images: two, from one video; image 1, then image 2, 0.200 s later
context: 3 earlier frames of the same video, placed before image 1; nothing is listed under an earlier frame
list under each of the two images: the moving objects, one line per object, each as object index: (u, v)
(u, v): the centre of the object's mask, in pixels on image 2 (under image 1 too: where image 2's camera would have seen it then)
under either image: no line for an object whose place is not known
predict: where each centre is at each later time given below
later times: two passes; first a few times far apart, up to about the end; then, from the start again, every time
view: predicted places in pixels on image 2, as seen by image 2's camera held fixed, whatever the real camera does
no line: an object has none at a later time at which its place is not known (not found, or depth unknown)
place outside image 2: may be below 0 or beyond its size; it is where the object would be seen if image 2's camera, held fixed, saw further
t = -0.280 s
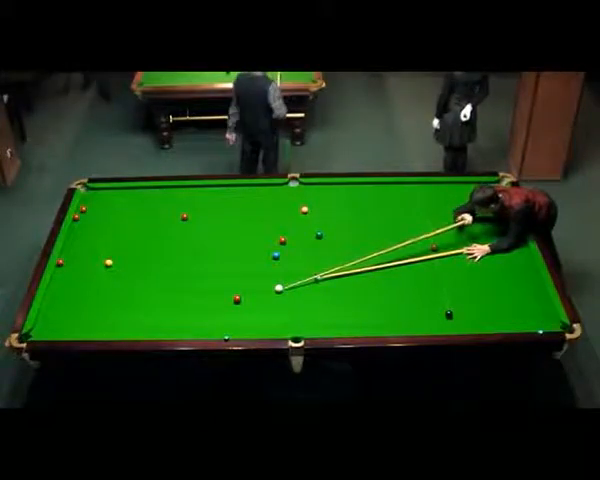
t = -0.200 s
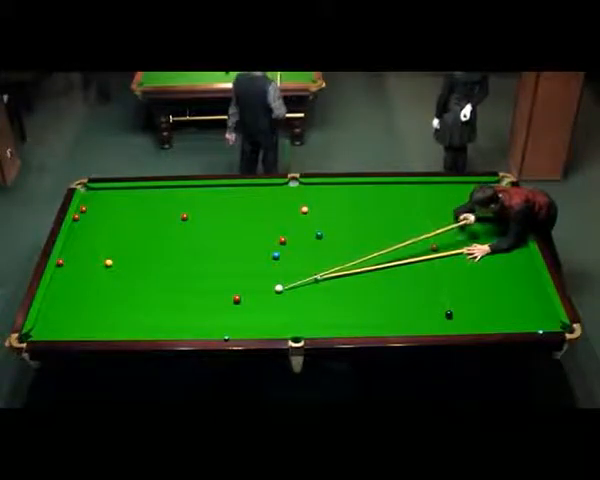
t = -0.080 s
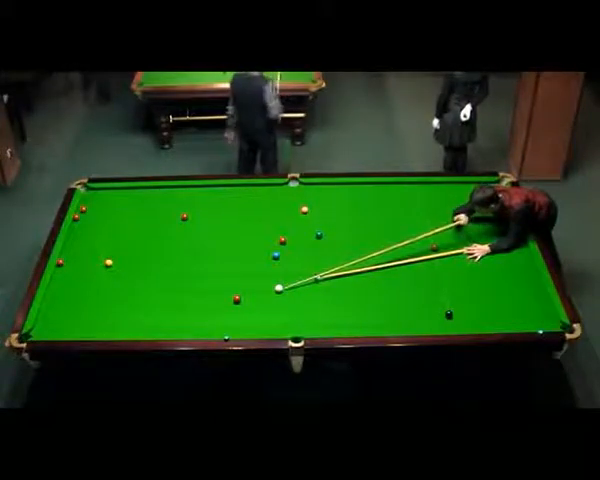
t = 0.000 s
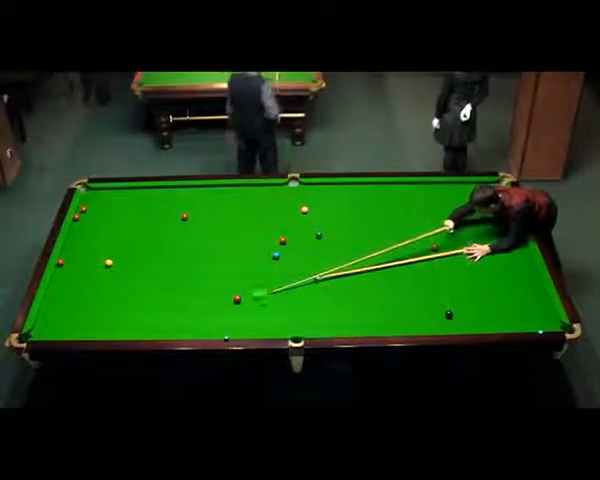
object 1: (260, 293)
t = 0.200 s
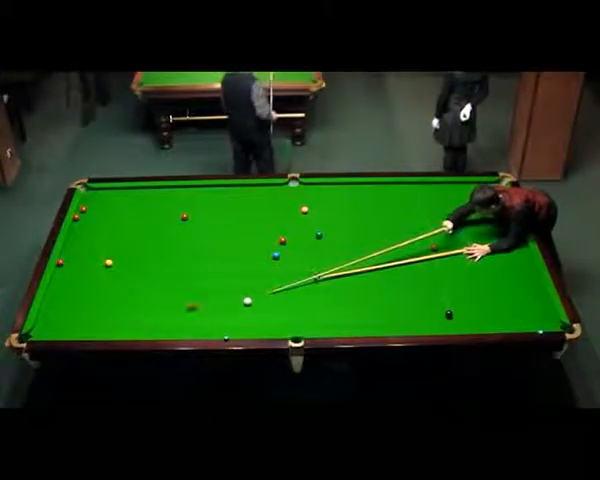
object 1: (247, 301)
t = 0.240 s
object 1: (249, 302)
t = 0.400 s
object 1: (255, 303)
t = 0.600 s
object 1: (263, 305)
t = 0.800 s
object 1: (270, 307)
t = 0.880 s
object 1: (273, 307)
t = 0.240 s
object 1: (249, 302)
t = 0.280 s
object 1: (249, 301)
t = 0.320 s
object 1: (251, 302)
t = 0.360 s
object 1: (253, 303)
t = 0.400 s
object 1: (255, 303)
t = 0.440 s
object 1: (257, 303)
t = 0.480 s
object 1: (258, 304)
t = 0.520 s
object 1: (260, 304)
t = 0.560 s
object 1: (261, 304)
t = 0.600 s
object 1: (263, 305)
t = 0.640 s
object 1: (264, 305)
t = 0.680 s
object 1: (265, 306)
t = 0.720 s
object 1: (267, 305)
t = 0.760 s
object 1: (269, 306)
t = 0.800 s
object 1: (270, 307)
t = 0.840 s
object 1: (271, 307)
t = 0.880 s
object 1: (273, 307)
